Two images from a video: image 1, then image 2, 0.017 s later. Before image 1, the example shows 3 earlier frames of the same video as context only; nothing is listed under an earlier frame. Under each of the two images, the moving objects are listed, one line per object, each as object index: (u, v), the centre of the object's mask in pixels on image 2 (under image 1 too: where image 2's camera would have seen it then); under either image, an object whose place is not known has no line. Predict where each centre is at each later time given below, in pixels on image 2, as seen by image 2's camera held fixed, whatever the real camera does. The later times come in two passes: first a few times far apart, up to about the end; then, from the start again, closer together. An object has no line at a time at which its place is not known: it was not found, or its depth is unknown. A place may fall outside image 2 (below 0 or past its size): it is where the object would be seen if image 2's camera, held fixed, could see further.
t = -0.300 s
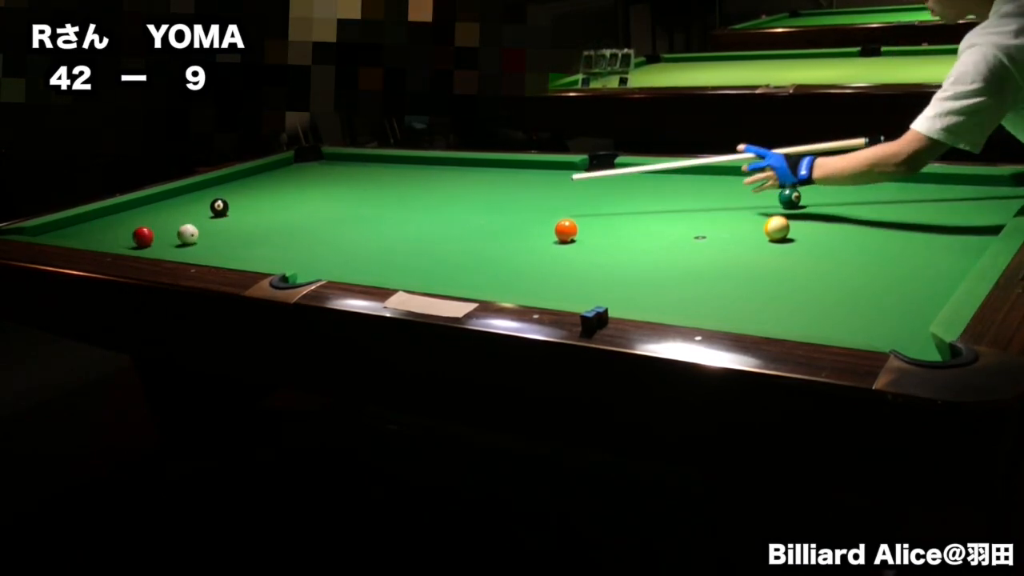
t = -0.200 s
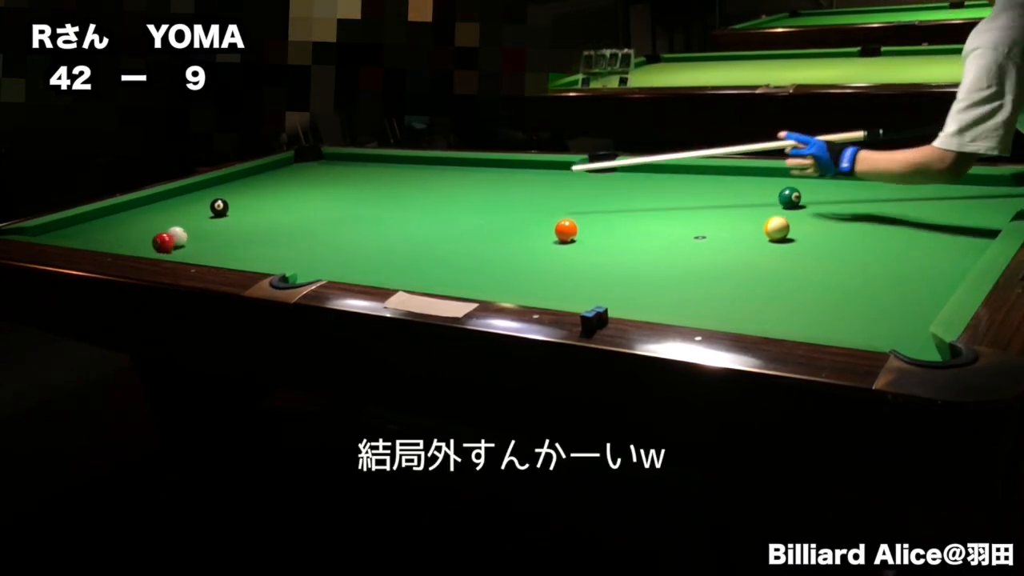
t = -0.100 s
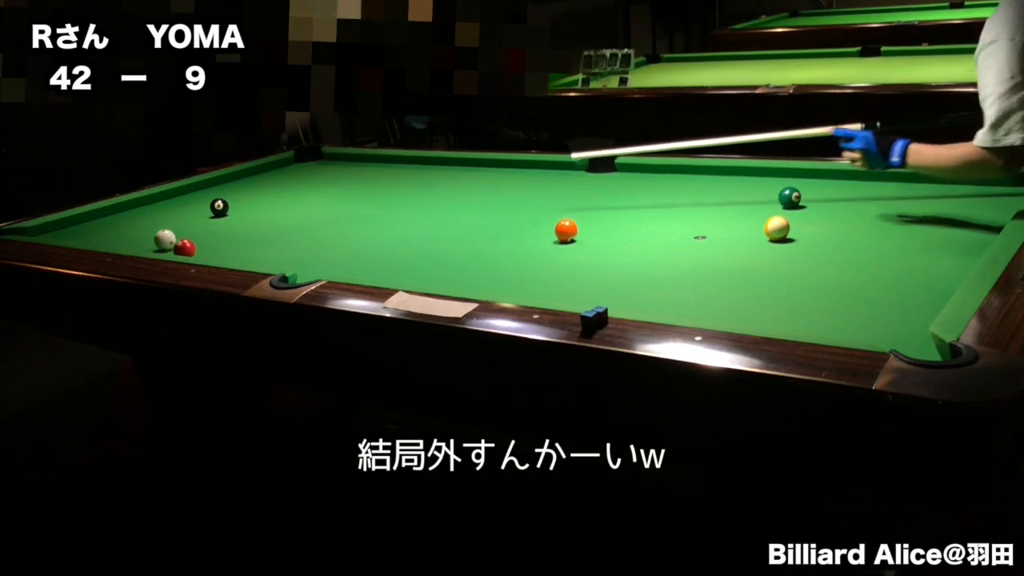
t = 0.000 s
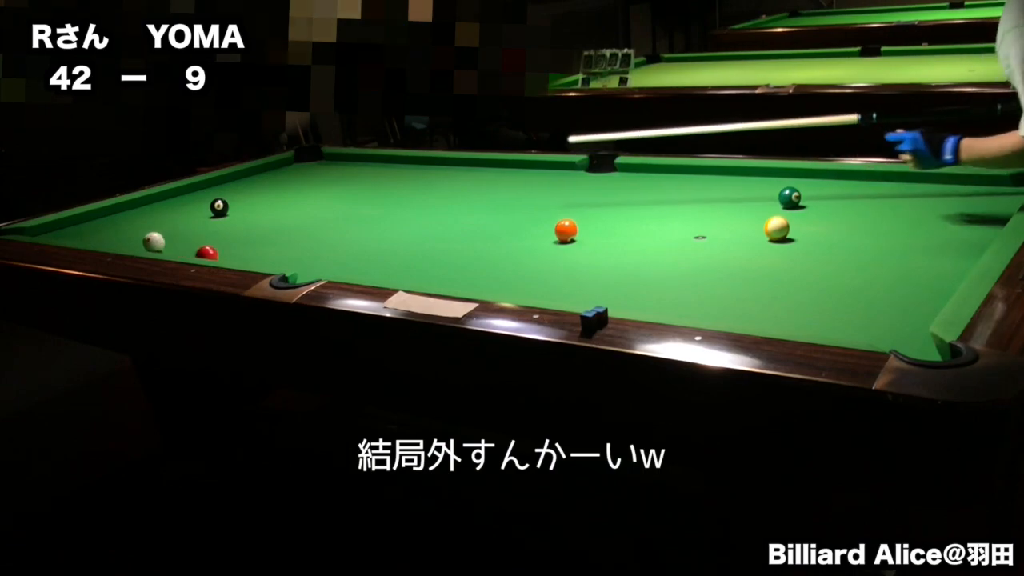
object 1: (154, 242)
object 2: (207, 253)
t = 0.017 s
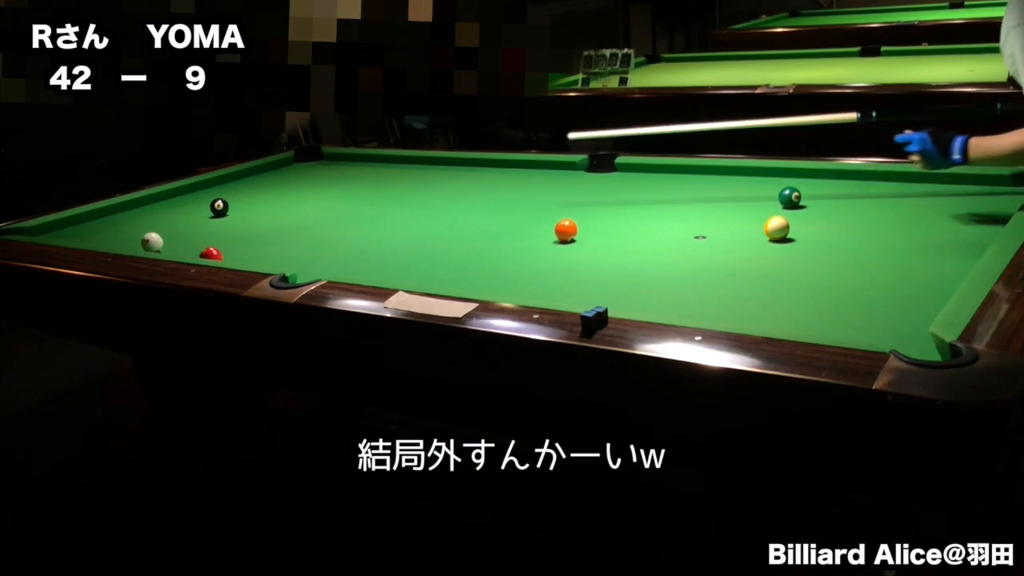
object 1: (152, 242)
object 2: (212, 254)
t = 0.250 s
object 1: (128, 244)
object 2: (290, 262)
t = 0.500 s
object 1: (135, 242)
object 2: (382, 269)
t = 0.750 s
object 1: (141, 240)
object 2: (479, 276)
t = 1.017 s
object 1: (147, 237)
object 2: (592, 282)
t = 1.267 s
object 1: (151, 234)
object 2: (707, 288)
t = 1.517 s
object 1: (155, 232)
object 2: (834, 296)
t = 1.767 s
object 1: (157, 230)
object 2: (917, 297)
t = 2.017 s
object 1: (158, 229)
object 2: (855, 282)
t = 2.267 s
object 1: (159, 228)
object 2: (802, 268)
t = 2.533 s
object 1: (159, 228)
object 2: (753, 257)
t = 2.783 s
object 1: (159, 228)
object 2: (714, 247)
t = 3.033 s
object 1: (159, 228)
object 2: (680, 238)
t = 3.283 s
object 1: (159, 228)
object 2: (650, 231)
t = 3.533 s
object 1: (159, 228)
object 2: (624, 224)
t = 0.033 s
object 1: (150, 243)
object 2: (215, 255)
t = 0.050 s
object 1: (148, 242)
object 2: (219, 256)
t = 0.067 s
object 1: (146, 243)
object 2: (224, 256)
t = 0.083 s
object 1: (145, 243)
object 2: (230, 257)
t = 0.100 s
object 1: (143, 243)
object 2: (237, 257)
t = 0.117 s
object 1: (141, 243)
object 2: (242, 258)
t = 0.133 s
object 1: (139, 243)
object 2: (248, 258)
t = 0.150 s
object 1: (138, 243)
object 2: (254, 259)
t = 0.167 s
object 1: (136, 244)
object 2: (259, 259)
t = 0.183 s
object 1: (134, 244)
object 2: (265, 260)
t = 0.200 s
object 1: (132, 244)
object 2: (272, 260)
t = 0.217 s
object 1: (131, 244)
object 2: (278, 261)
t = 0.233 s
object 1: (129, 244)
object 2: (283, 261)
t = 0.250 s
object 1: (128, 244)
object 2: (290, 262)
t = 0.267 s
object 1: (129, 244)
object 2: (295, 263)
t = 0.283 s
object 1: (129, 244)
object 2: (301, 265)
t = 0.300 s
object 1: (130, 244)
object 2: (307, 266)
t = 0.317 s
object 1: (130, 244)
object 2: (313, 266)
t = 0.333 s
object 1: (130, 243)
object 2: (319, 266)
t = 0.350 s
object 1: (131, 244)
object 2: (326, 266)
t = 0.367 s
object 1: (131, 243)
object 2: (332, 266)
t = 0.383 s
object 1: (132, 243)
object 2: (337, 266)
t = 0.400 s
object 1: (132, 243)
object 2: (344, 266)
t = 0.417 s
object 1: (133, 243)
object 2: (350, 267)
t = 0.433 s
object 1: (133, 243)
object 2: (357, 267)
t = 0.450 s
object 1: (134, 243)
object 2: (363, 267)
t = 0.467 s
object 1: (134, 242)
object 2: (369, 268)
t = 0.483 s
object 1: (134, 242)
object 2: (375, 269)
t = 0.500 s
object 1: (135, 242)
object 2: (382, 269)
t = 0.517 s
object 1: (135, 242)
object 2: (388, 269)
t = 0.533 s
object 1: (136, 242)
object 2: (394, 270)
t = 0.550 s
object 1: (136, 242)
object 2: (401, 270)
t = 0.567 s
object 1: (137, 242)
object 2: (407, 270)
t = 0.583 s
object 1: (137, 241)
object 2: (414, 271)
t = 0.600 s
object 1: (138, 241)
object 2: (420, 272)
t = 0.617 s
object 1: (138, 241)
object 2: (426, 272)
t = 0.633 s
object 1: (138, 241)
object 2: (433, 272)
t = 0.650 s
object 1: (139, 241)
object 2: (440, 273)
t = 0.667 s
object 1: (139, 241)
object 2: (446, 273)
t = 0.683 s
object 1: (139, 241)
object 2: (452, 274)
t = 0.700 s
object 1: (140, 240)
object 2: (459, 275)
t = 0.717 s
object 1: (140, 240)
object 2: (466, 275)
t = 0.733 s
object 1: (141, 240)
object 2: (472, 275)
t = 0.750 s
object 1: (141, 240)
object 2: (479, 276)
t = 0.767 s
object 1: (141, 240)
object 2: (486, 276)
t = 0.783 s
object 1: (142, 240)
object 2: (493, 277)
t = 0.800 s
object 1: (142, 239)
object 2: (499, 277)
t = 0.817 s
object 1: (143, 239)
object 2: (506, 277)
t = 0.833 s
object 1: (143, 239)
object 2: (513, 278)
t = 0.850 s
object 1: (143, 239)
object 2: (520, 278)
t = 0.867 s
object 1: (144, 239)
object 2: (527, 278)
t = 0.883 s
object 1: (144, 238)
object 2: (534, 279)
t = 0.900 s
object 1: (144, 238)
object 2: (541, 279)
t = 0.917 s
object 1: (145, 238)
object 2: (548, 280)
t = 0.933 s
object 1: (145, 238)
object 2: (555, 280)
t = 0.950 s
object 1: (145, 237)
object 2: (562, 280)
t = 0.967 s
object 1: (146, 237)
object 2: (570, 281)
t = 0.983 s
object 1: (146, 237)
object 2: (577, 281)
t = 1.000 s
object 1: (146, 237)
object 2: (584, 281)
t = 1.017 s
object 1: (147, 237)
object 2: (592, 282)
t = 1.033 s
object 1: (147, 236)
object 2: (599, 283)
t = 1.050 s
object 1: (147, 236)
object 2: (607, 283)
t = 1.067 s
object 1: (147, 236)
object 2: (614, 283)
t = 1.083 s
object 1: (148, 236)
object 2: (622, 284)
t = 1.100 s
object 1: (148, 236)
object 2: (629, 284)
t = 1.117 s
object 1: (148, 235)
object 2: (637, 284)
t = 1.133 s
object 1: (149, 235)
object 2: (644, 285)
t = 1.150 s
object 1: (149, 235)
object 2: (652, 285)
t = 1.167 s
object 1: (149, 235)
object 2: (660, 285)
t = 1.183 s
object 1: (150, 235)
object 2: (668, 286)
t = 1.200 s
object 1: (150, 234)
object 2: (675, 287)
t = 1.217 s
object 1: (150, 234)
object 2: (683, 287)
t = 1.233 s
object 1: (151, 234)
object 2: (691, 288)
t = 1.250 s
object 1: (151, 234)
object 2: (699, 288)
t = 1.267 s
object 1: (151, 234)
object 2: (707, 288)
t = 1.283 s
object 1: (151, 234)
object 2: (716, 289)
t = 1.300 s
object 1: (152, 234)
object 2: (724, 289)
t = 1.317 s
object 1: (152, 233)
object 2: (732, 290)
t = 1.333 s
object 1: (152, 233)
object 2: (740, 290)
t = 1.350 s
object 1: (152, 233)
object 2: (748, 291)
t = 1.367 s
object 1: (153, 233)
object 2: (757, 291)
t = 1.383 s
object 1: (153, 233)
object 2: (765, 292)
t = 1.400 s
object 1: (153, 233)
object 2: (774, 292)
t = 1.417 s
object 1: (153, 233)
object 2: (782, 292)
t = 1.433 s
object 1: (153, 233)
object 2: (791, 293)
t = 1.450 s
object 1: (154, 232)
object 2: (799, 293)
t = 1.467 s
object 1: (154, 232)
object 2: (808, 294)
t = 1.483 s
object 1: (154, 232)
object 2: (817, 295)
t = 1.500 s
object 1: (154, 232)
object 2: (826, 296)
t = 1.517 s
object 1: (155, 232)
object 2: (834, 296)
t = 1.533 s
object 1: (155, 232)
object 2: (843, 296)
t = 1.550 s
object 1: (155, 232)
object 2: (852, 297)
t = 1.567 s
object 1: (155, 231)
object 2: (861, 297)
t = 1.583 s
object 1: (155, 231)
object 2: (870, 298)
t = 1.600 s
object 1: (155, 231)
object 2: (878, 298)
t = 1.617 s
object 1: (156, 231)
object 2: (888, 299)
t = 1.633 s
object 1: (156, 231)
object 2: (897, 299)
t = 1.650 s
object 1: (156, 231)
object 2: (906, 300)
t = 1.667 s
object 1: (156, 231)
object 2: (915, 300)
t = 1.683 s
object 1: (156, 231)
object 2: (924, 300)
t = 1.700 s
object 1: (156, 230)
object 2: (932, 300)
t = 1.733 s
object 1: (157, 231)
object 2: (927, 300)
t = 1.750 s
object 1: (157, 230)
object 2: (922, 298)
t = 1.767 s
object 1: (157, 230)
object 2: (917, 297)
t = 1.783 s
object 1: (157, 230)
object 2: (912, 296)
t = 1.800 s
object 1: (157, 230)
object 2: (907, 295)
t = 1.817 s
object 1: (157, 230)
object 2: (903, 294)
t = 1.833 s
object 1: (157, 230)
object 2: (899, 293)
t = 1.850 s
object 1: (157, 230)
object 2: (895, 292)
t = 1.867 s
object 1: (158, 230)
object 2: (891, 291)
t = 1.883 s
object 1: (158, 230)
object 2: (887, 290)
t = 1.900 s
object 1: (158, 229)
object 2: (883, 289)
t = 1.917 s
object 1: (158, 229)
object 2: (878, 288)
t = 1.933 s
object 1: (158, 229)
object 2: (874, 287)
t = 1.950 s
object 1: (158, 229)
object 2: (870, 285)
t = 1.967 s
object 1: (158, 229)
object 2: (866, 284)
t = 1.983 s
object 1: (158, 229)
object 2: (862, 284)
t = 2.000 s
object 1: (158, 229)
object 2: (859, 283)
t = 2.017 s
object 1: (158, 229)
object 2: (855, 282)
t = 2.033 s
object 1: (159, 229)
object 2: (851, 281)
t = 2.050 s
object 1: (159, 229)
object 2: (847, 280)
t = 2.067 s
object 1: (159, 229)
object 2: (843, 279)
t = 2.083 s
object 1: (159, 229)
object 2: (840, 278)
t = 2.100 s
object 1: (159, 229)
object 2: (836, 277)
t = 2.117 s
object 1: (159, 229)
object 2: (833, 276)
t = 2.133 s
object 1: (159, 229)
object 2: (829, 275)
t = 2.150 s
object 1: (159, 229)
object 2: (826, 275)
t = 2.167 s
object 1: (159, 228)
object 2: (822, 274)
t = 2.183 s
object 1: (159, 228)
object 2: (819, 273)
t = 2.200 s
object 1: (159, 229)
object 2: (815, 272)
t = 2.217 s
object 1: (159, 229)
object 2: (812, 271)
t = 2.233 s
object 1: (159, 228)
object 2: (808, 270)
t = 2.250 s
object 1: (159, 228)
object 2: (805, 269)
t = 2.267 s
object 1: (159, 228)
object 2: (802, 268)
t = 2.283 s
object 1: (159, 228)
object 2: (799, 268)
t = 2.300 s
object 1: (159, 228)
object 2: (796, 267)
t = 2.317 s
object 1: (159, 228)
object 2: (792, 266)
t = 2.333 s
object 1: (159, 228)
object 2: (789, 265)
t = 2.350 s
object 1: (159, 228)
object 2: (786, 265)
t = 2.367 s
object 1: (159, 228)
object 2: (783, 264)
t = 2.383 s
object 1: (159, 228)
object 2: (780, 263)
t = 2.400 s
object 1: (159, 228)
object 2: (777, 262)
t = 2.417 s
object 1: (159, 228)
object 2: (774, 262)
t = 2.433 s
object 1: (159, 228)
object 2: (771, 261)
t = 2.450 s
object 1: (159, 228)
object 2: (768, 260)
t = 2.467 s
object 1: (159, 228)
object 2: (765, 260)
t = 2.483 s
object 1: (159, 228)
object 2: (762, 259)
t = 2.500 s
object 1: (159, 228)
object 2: (759, 258)
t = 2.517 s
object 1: (159, 228)
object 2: (756, 258)
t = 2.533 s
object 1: (159, 228)
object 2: (753, 257)
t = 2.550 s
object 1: (159, 228)
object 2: (750, 256)
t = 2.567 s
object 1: (159, 228)
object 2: (748, 255)
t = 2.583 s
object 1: (159, 228)
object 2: (745, 254)
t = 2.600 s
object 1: (159, 228)
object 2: (742, 254)
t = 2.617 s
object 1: (159, 228)
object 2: (740, 253)
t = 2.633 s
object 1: (159, 228)
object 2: (737, 252)
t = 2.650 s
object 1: (159, 228)
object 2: (734, 252)
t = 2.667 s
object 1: (159, 228)
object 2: (732, 251)
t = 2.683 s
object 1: (159, 228)
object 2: (729, 251)
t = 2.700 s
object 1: (159, 228)
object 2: (727, 250)
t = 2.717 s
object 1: (159, 228)
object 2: (724, 249)
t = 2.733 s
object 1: (159, 228)
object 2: (721, 248)
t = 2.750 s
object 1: (159, 228)
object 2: (719, 248)
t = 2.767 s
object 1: (159, 228)
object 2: (717, 248)
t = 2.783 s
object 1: (159, 228)
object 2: (714, 247)
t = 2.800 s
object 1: (159, 228)
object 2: (711, 246)
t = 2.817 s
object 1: (159, 228)
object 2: (709, 246)
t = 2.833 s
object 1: (159, 228)
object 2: (706, 245)
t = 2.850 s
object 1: (159, 228)
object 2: (704, 244)
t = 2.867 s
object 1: (159, 228)
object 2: (702, 244)
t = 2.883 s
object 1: (159, 228)
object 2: (700, 244)
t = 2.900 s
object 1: (159, 228)
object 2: (698, 243)
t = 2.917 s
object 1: (159, 228)
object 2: (695, 242)
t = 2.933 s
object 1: (159, 228)
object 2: (693, 241)
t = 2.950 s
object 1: (159, 228)
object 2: (691, 241)
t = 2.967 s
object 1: (159, 228)
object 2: (688, 240)
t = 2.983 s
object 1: (159, 228)
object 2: (687, 240)
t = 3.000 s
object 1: (159, 228)
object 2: (684, 239)
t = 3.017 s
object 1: (159, 228)
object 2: (682, 238)
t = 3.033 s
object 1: (159, 228)
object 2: (680, 238)
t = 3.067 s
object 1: (159, 228)
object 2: (675, 237)
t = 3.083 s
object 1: (159, 228)
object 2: (673, 237)
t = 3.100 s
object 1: (159, 228)
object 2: (671, 236)
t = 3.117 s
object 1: (159, 228)
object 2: (669, 235)
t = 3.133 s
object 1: (159, 228)
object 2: (667, 235)
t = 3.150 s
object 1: (159, 228)
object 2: (665, 235)
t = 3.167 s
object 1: (159, 228)
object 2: (663, 234)
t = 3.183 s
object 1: (159, 228)
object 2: (662, 234)
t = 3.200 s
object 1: (159, 228)
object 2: (659, 233)
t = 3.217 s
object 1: (159, 228)
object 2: (657, 233)
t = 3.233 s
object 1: (159, 228)
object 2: (655, 232)
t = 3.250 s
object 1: (159, 228)
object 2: (654, 232)
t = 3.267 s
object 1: (159, 228)
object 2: (652, 231)
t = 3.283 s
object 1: (159, 228)
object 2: (650, 231)
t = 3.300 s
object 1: (159, 228)
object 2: (648, 230)
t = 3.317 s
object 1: (159, 228)
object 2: (646, 230)
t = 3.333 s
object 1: (159, 228)
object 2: (644, 230)
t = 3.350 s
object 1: (159, 228)
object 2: (643, 229)
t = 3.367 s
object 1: (159, 228)
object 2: (641, 228)
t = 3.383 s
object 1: (159, 228)
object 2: (639, 228)
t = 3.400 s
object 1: (159, 228)
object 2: (637, 227)
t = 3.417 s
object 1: (159, 228)
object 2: (635, 227)
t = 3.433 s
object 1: (159, 228)
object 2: (634, 227)
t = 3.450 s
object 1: (159, 228)
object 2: (632, 226)
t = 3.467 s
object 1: (159, 228)
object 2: (630, 226)
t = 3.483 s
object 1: (159, 228)
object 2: (629, 225)
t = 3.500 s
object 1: (159, 228)
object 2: (627, 225)
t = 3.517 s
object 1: (159, 228)
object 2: (625, 225)
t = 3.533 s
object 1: (159, 228)
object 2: (624, 224)
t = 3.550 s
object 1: (159, 228)
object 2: (622, 223)
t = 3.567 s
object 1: (159, 228)
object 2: (620, 223)
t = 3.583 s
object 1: (159, 228)
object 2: (619, 223)
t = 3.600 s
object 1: (159, 228)
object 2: (617, 222)
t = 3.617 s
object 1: (159, 228)
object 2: (616, 222)
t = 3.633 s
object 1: (159, 228)
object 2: (614, 221)
